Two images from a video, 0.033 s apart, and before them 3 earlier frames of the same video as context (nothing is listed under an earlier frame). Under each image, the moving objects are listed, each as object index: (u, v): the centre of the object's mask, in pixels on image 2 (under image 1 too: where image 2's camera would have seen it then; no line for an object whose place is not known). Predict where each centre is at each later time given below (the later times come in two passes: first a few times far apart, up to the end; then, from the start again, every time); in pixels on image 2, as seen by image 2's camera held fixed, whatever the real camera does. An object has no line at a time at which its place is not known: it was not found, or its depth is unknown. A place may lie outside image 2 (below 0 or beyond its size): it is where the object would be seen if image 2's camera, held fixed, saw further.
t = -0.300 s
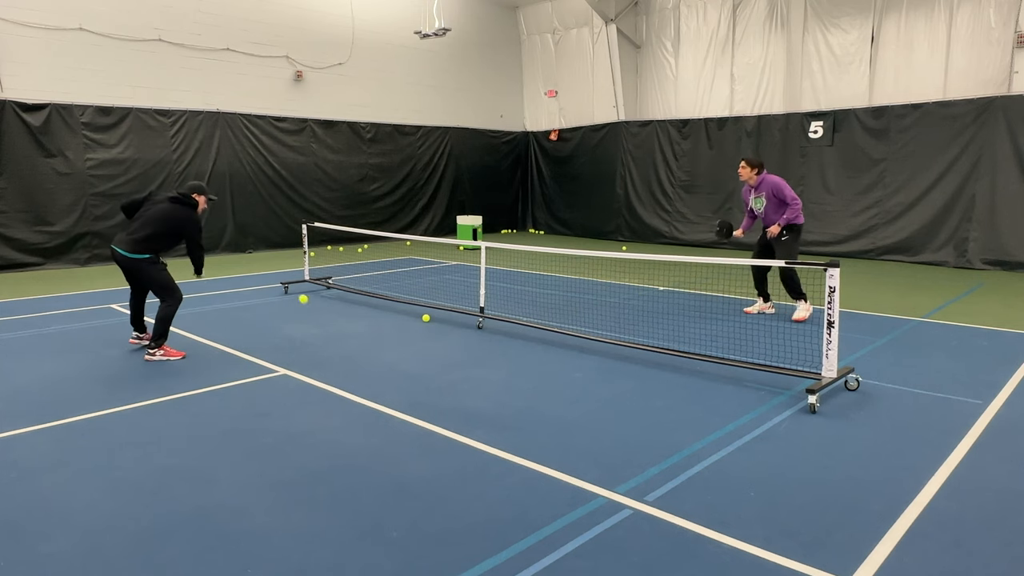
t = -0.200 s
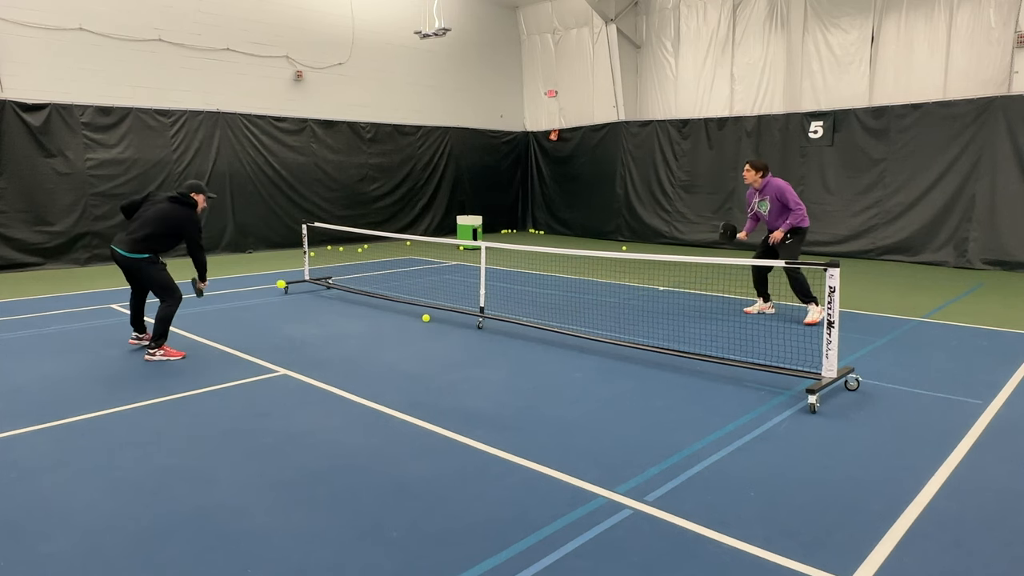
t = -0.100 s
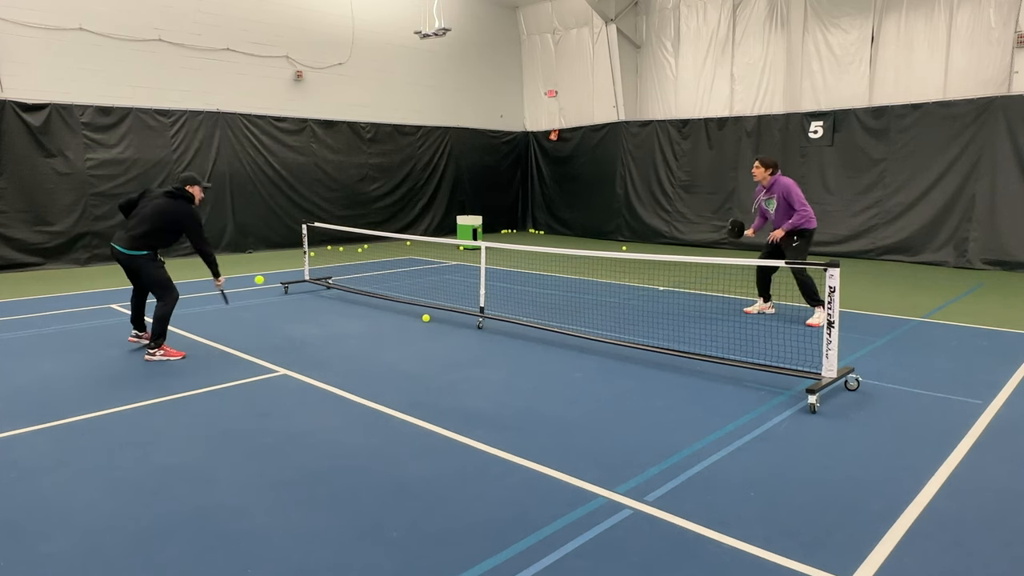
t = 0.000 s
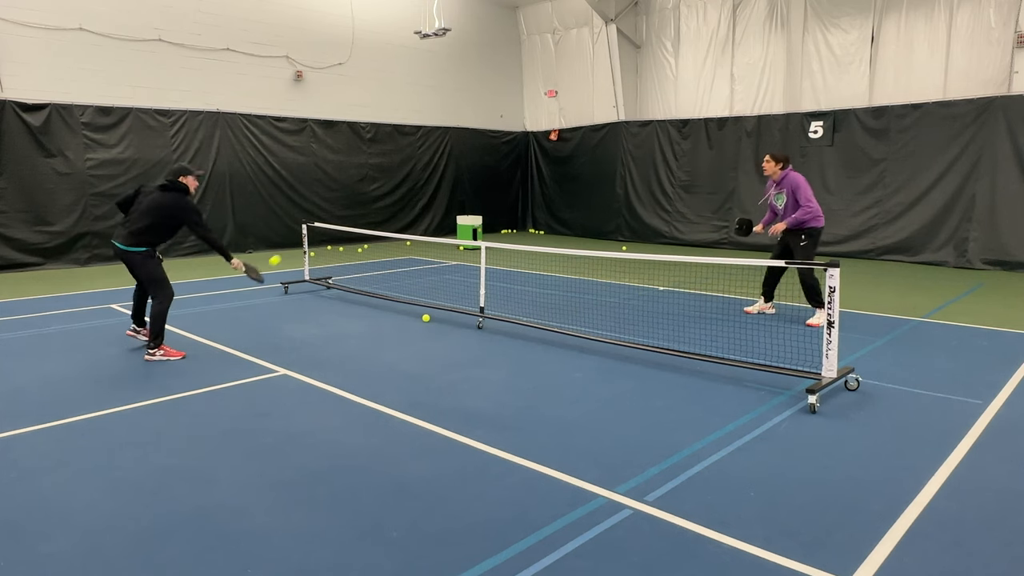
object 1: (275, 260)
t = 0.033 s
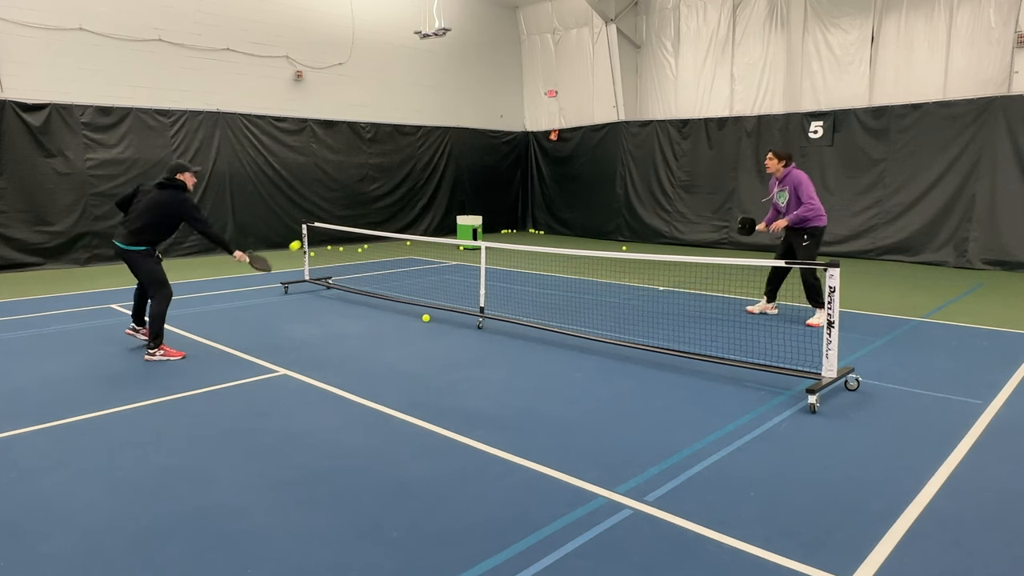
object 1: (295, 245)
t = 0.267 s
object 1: (431, 180)
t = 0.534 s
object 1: (570, 181)
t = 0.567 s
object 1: (586, 186)
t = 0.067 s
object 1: (315, 232)
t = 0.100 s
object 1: (335, 220)
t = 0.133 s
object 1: (354, 210)
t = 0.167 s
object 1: (374, 200)
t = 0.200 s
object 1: (393, 192)
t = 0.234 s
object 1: (412, 186)
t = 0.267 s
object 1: (431, 180)
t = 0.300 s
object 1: (449, 176)
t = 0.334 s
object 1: (467, 173)
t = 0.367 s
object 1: (485, 172)
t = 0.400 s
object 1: (503, 171)
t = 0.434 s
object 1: (520, 172)
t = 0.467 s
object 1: (537, 174)
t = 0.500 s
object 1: (553, 177)
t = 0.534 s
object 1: (570, 181)
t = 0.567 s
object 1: (586, 186)
